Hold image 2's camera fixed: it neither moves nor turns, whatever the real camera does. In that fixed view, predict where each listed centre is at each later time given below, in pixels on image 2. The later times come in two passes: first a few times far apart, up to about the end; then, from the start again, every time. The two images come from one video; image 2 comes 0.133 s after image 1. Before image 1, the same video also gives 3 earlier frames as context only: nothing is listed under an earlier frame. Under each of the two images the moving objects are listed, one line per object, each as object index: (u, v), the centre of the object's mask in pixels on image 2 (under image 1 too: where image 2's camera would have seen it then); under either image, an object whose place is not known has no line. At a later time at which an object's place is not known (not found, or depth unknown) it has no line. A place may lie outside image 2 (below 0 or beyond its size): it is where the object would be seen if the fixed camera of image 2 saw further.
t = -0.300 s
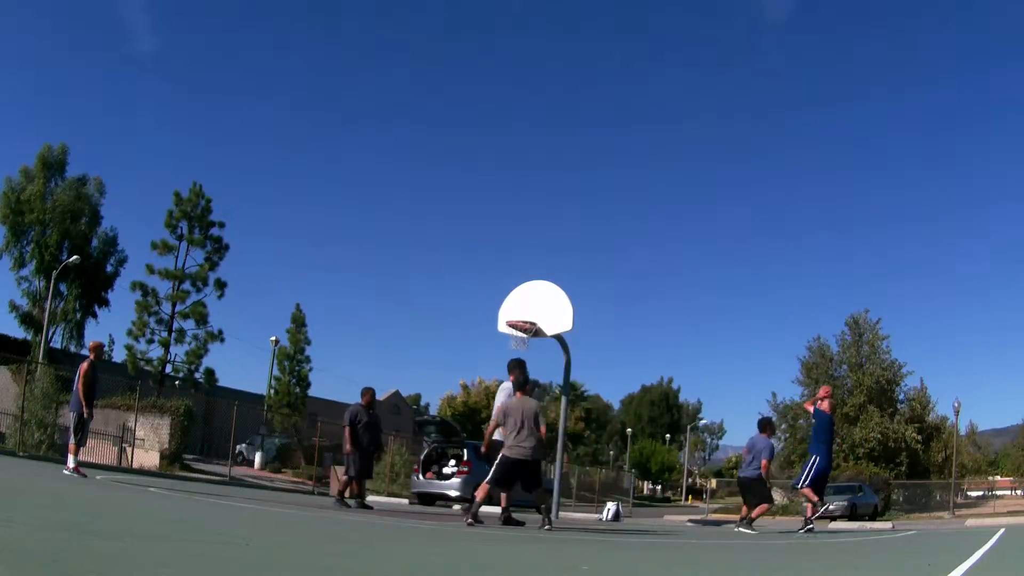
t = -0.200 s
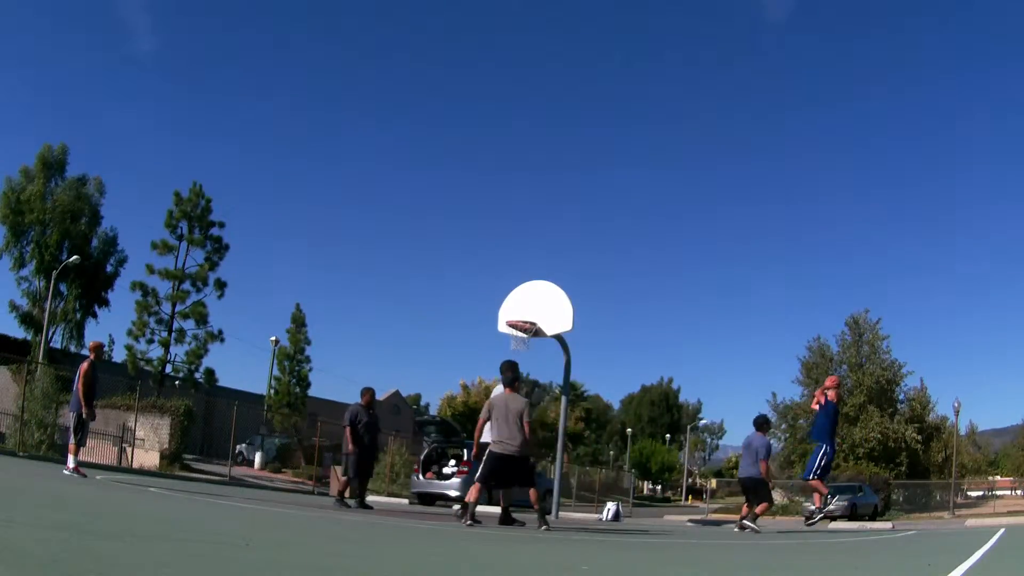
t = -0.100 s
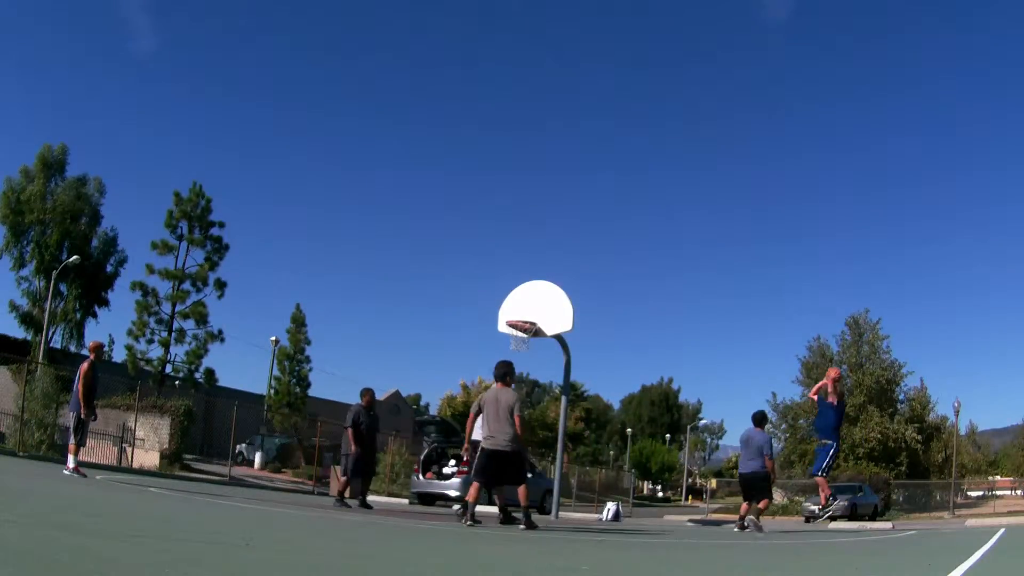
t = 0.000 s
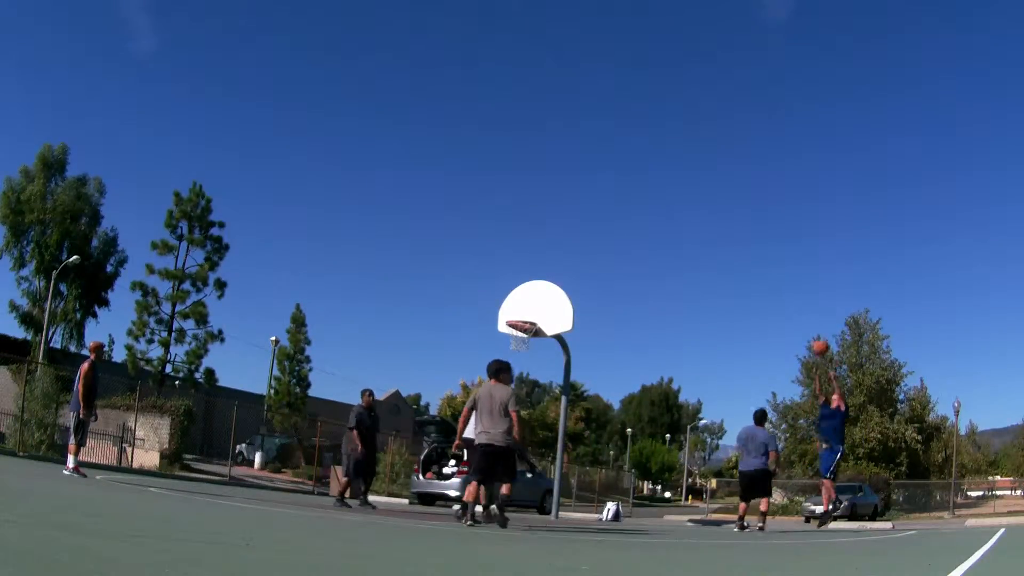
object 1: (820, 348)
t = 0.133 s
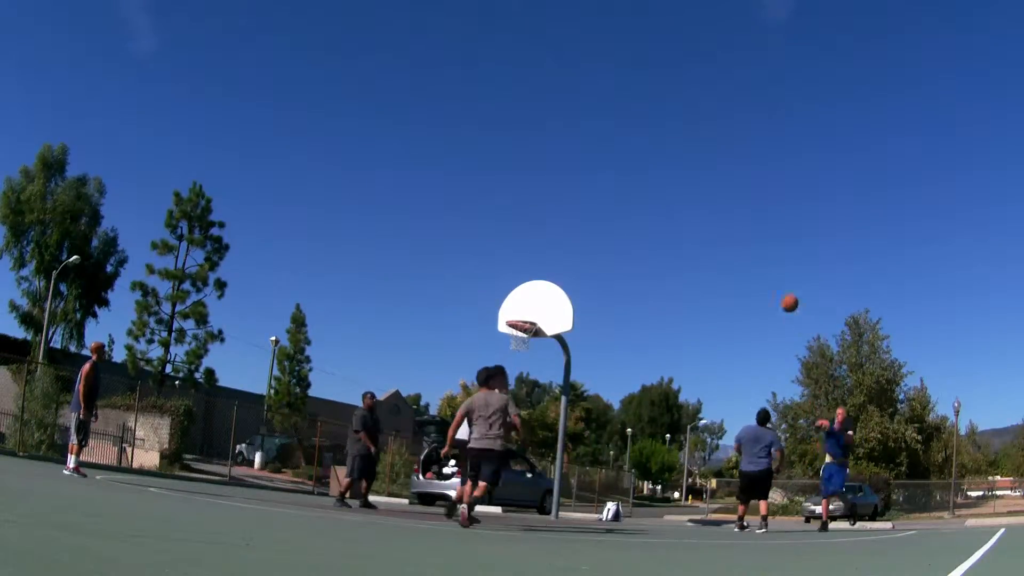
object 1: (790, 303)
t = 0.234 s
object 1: (764, 276)
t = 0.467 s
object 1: (695, 236)
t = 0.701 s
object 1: (609, 237)
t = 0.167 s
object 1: (781, 293)
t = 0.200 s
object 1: (773, 284)
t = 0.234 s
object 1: (764, 276)
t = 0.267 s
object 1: (755, 268)
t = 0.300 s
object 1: (745, 261)
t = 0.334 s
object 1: (736, 254)
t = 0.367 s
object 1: (726, 249)
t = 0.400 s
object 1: (716, 244)
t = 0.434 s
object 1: (705, 240)
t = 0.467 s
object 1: (695, 236)
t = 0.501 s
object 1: (684, 233)
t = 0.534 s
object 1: (672, 232)
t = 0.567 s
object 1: (660, 231)
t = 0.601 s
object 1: (648, 231)
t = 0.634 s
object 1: (636, 232)
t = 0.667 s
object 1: (622, 234)
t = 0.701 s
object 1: (609, 237)
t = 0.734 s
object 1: (594, 242)
